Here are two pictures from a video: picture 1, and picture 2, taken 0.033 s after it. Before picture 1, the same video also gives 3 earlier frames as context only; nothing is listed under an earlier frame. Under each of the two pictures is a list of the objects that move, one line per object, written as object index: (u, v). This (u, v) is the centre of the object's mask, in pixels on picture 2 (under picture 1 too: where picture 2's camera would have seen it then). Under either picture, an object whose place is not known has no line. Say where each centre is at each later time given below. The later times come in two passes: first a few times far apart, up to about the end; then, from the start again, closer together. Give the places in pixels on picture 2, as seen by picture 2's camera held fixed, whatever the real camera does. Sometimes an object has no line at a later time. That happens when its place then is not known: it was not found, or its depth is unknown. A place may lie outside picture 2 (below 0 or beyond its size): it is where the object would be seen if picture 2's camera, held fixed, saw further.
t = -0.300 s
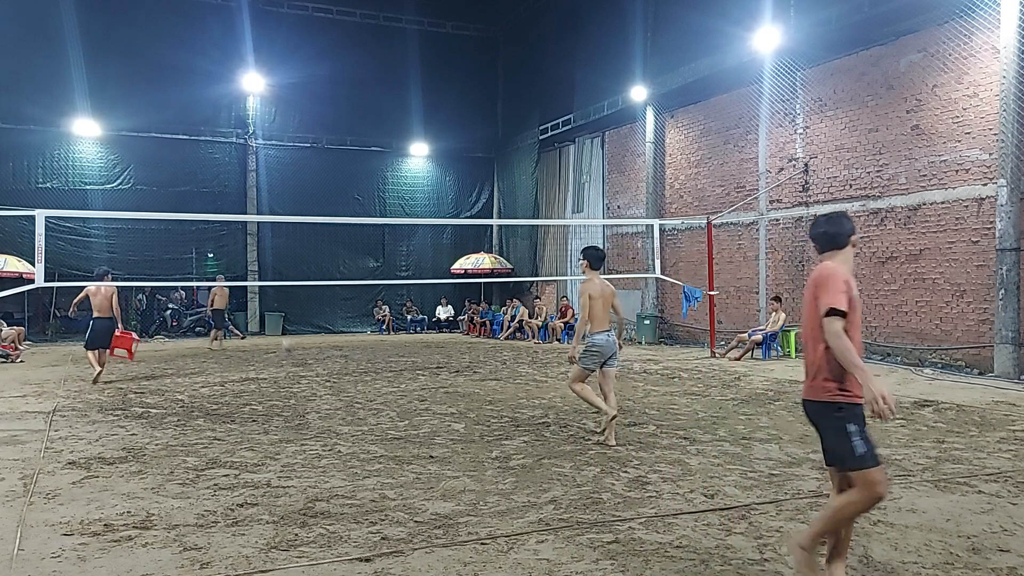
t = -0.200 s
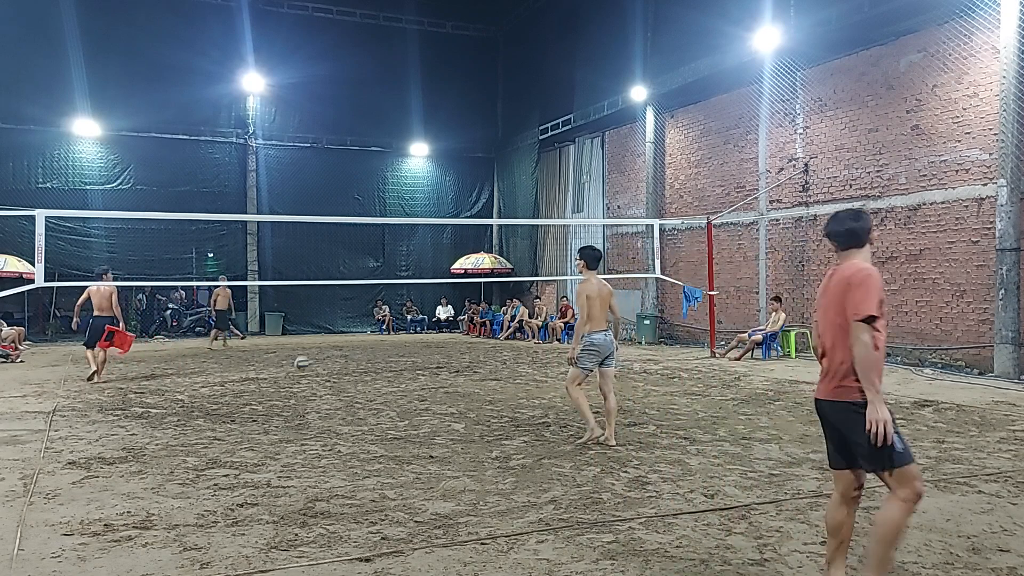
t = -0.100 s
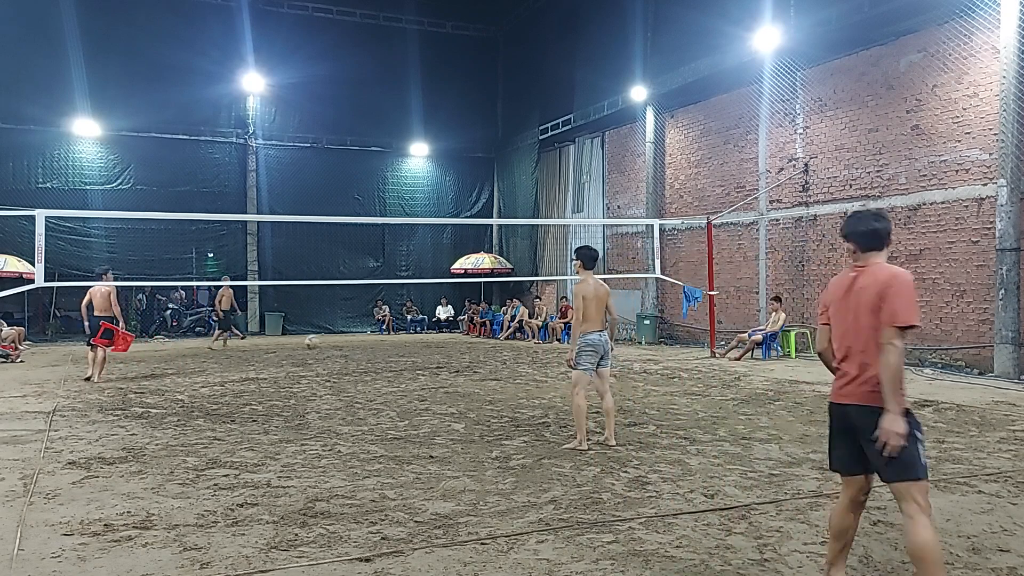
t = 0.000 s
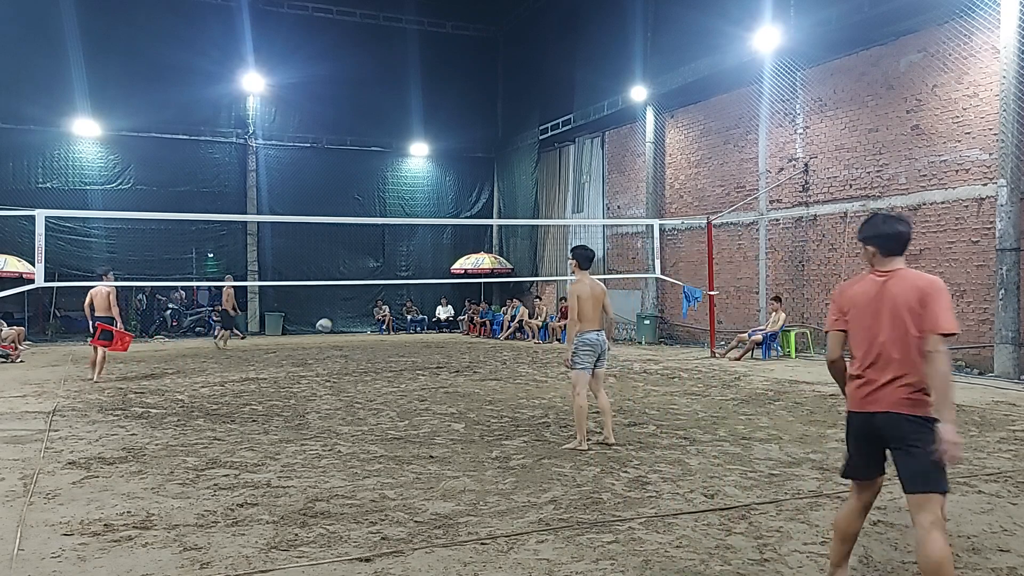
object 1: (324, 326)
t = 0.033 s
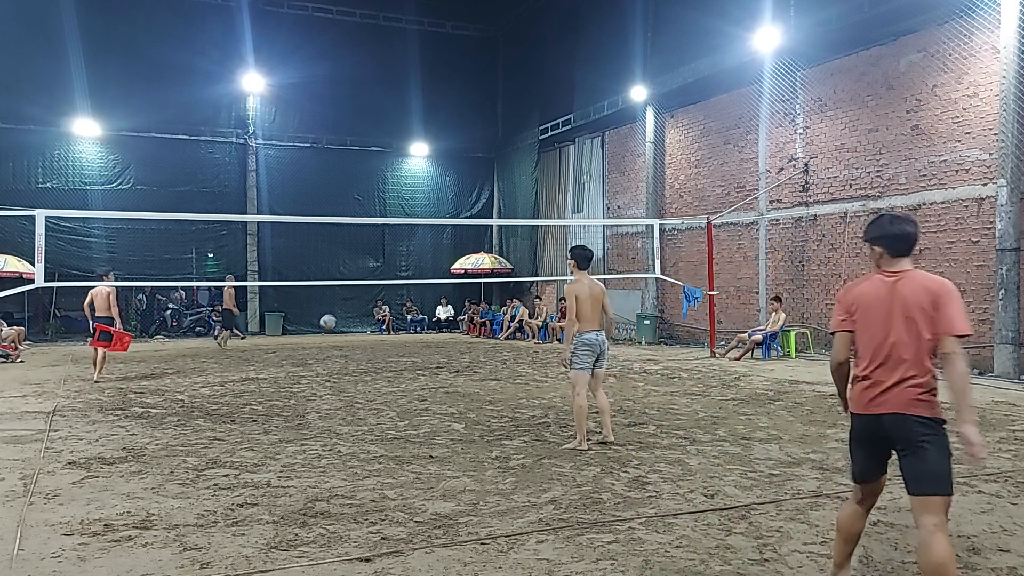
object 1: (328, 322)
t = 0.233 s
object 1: (354, 314)
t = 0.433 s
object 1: (383, 337)
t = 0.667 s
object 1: (424, 388)
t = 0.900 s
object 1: (475, 366)
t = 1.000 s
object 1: (501, 372)
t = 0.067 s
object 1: (332, 319)
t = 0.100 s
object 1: (336, 316)
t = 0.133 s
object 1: (340, 314)
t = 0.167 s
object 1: (345, 314)
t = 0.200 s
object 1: (349, 313)
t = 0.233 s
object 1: (354, 314)
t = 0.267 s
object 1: (359, 316)
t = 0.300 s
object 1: (363, 318)
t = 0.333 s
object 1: (368, 321)
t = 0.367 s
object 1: (373, 326)
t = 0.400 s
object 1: (378, 331)
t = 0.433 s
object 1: (383, 337)
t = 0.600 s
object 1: (410, 384)
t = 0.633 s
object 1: (417, 393)
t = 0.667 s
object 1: (424, 388)
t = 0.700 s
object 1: (431, 381)
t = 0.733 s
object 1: (437, 377)
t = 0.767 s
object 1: (445, 373)
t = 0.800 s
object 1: (453, 369)
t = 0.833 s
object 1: (460, 367)
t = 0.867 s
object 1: (468, 366)
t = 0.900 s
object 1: (475, 366)
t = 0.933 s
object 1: (484, 367)
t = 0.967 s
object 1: (492, 369)
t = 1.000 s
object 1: (501, 372)
